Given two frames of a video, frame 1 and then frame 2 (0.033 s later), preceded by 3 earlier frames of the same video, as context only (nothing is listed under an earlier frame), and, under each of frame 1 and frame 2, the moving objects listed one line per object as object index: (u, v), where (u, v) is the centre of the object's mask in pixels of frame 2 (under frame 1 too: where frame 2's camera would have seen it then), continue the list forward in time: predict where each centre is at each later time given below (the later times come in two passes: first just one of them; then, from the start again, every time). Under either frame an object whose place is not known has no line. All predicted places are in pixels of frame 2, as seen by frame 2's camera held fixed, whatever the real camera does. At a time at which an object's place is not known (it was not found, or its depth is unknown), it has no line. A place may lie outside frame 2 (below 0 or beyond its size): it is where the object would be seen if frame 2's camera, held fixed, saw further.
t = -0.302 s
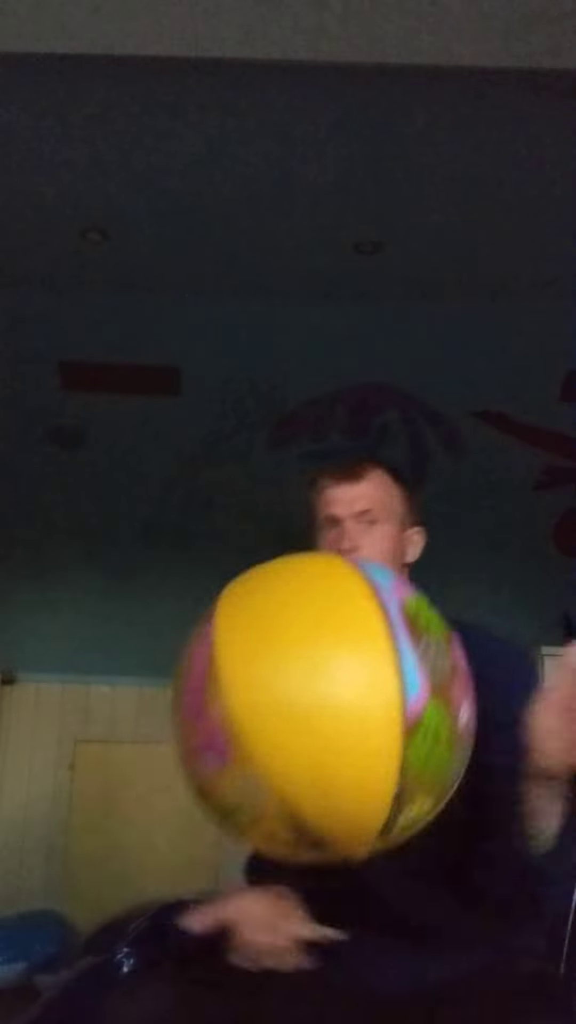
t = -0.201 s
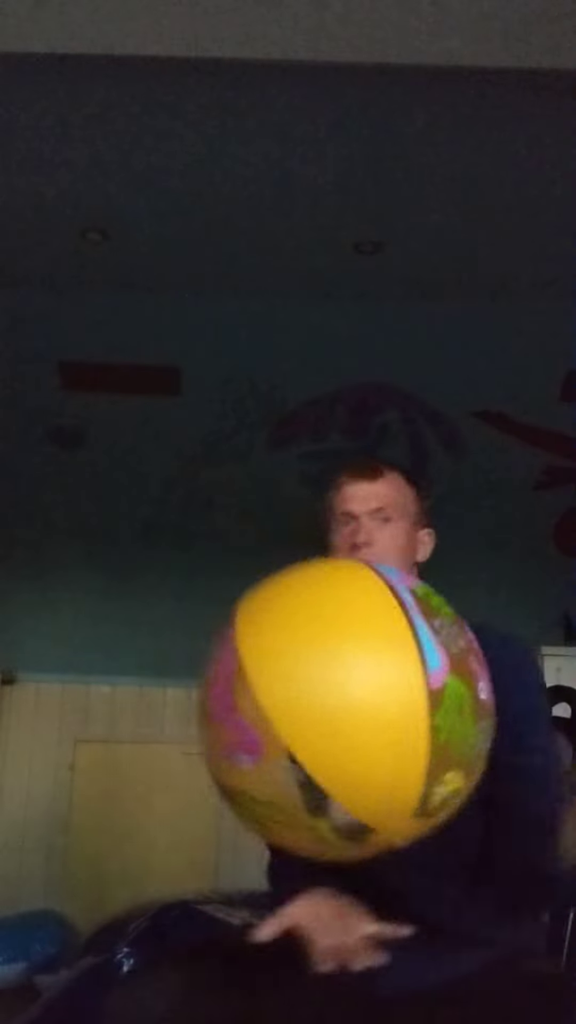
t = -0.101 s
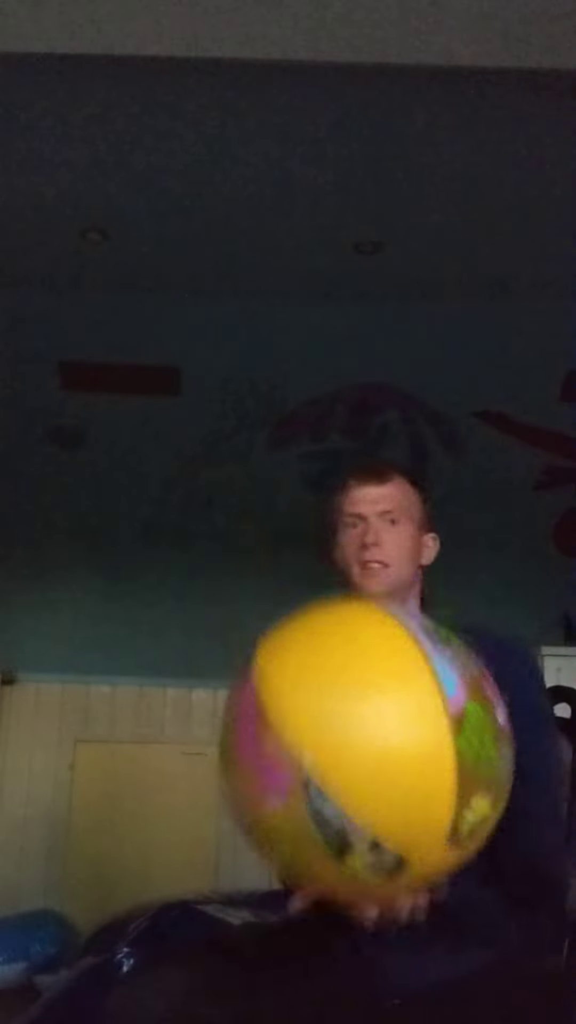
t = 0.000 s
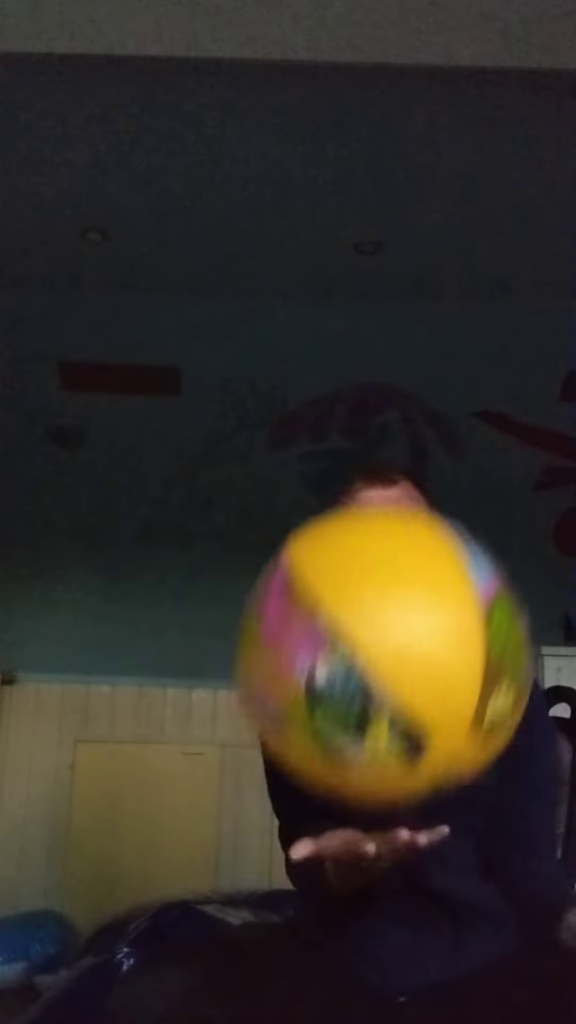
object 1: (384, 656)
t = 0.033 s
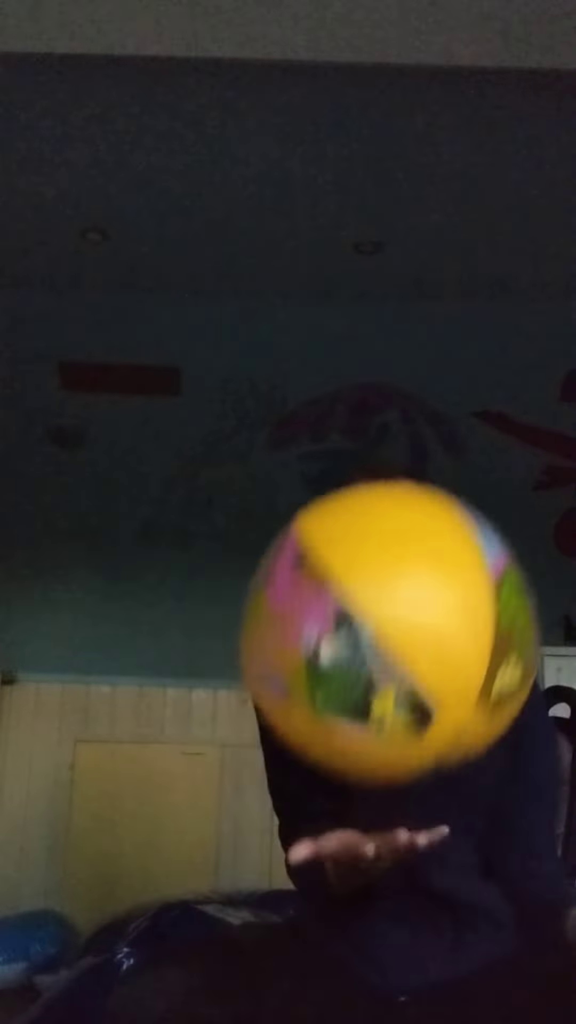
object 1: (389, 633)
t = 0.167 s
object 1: (412, 600)
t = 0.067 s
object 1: (394, 617)
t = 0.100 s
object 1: (400, 606)
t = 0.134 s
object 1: (406, 600)
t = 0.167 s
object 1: (412, 600)
